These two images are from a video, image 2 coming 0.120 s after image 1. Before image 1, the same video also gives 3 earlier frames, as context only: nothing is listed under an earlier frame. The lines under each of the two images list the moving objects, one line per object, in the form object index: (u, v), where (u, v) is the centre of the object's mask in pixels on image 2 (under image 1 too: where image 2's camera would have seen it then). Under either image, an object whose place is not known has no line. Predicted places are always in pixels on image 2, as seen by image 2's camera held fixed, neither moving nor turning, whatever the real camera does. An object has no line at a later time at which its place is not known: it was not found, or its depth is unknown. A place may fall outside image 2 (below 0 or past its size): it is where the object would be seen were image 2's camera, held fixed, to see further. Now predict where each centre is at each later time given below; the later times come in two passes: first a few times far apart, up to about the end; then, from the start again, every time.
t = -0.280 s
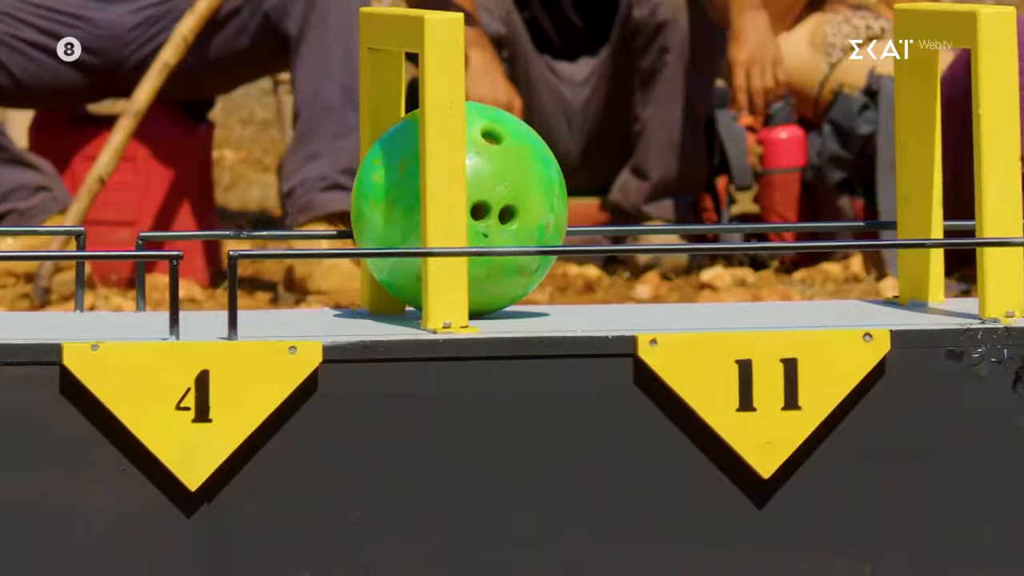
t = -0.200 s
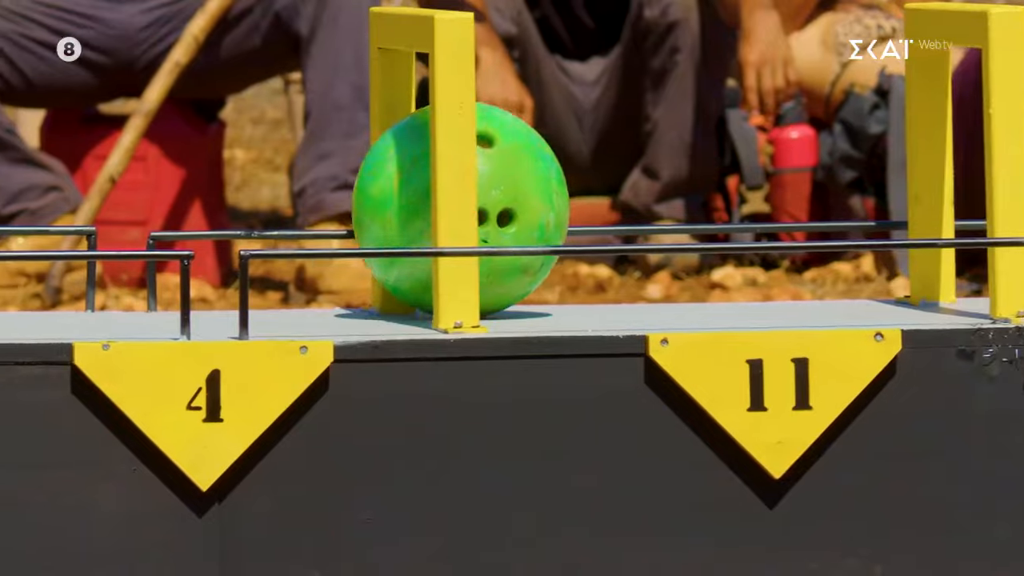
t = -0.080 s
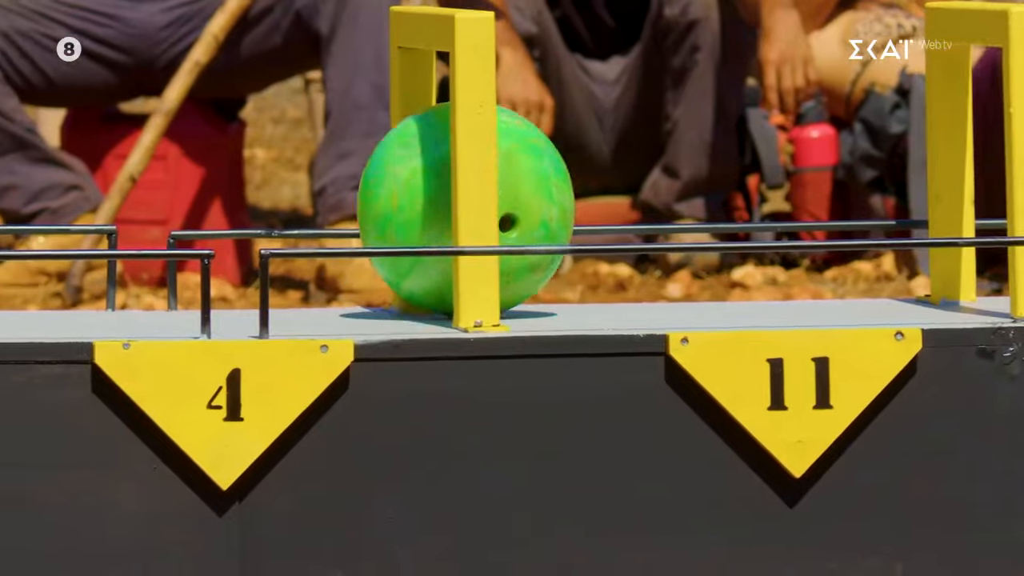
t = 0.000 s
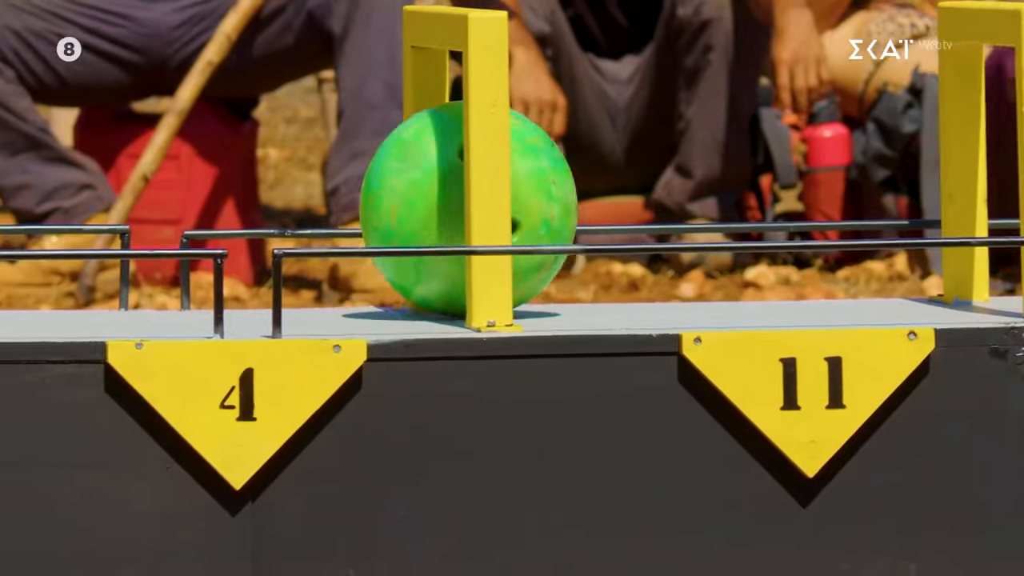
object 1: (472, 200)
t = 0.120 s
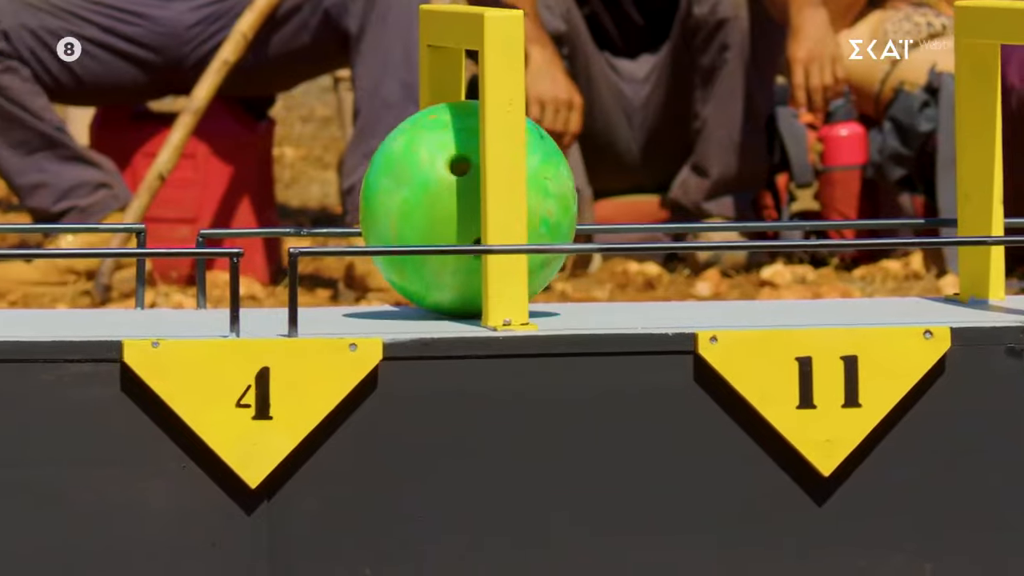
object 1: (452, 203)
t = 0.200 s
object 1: (440, 205)
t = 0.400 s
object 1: (409, 208)
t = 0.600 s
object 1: (390, 209)
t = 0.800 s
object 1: (362, 211)
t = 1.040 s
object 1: (318, 211)
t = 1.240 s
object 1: (277, 198)
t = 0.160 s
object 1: (446, 204)
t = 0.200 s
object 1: (440, 205)
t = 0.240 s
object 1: (420, 207)
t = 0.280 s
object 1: (418, 208)
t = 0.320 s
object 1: (415, 208)
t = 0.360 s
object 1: (412, 208)
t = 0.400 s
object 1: (409, 208)
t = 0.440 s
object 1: (405, 208)
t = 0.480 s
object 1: (401, 209)
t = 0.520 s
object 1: (398, 209)
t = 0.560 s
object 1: (394, 209)
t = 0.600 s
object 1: (390, 209)
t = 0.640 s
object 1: (385, 209)
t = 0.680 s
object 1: (380, 210)
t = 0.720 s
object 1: (375, 210)
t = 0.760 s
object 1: (369, 210)
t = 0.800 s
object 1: (362, 211)
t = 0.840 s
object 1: (354, 211)
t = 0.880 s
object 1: (347, 211)
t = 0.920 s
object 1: (340, 211)
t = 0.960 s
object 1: (333, 211)
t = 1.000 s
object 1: (326, 211)
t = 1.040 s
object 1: (318, 211)
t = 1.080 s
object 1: (305, 196)
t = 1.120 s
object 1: (298, 197)
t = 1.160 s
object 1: (291, 197)
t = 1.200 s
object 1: (284, 197)
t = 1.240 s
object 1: (277, 198)
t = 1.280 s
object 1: (270, 198)
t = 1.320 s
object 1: (263, 198)
